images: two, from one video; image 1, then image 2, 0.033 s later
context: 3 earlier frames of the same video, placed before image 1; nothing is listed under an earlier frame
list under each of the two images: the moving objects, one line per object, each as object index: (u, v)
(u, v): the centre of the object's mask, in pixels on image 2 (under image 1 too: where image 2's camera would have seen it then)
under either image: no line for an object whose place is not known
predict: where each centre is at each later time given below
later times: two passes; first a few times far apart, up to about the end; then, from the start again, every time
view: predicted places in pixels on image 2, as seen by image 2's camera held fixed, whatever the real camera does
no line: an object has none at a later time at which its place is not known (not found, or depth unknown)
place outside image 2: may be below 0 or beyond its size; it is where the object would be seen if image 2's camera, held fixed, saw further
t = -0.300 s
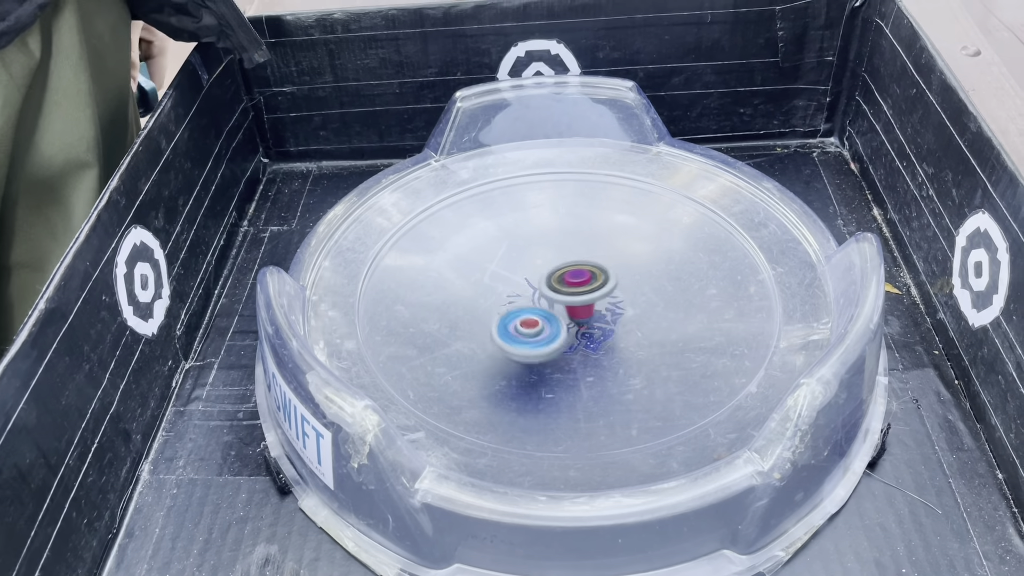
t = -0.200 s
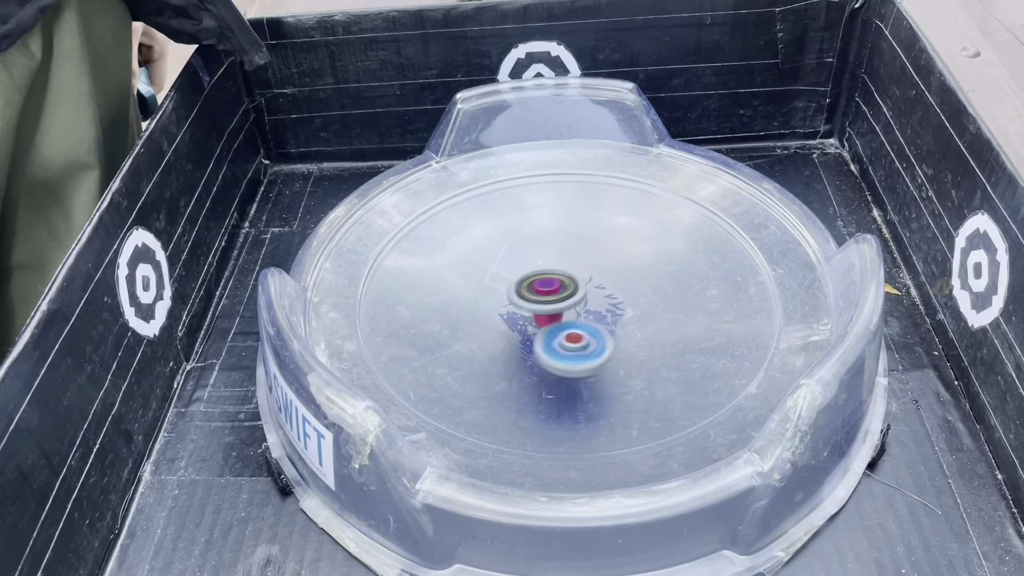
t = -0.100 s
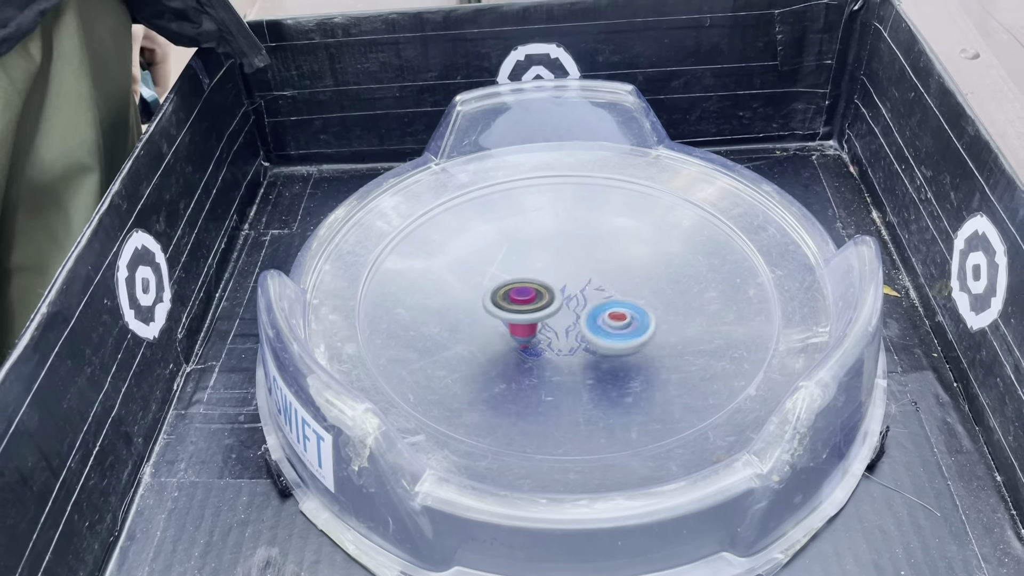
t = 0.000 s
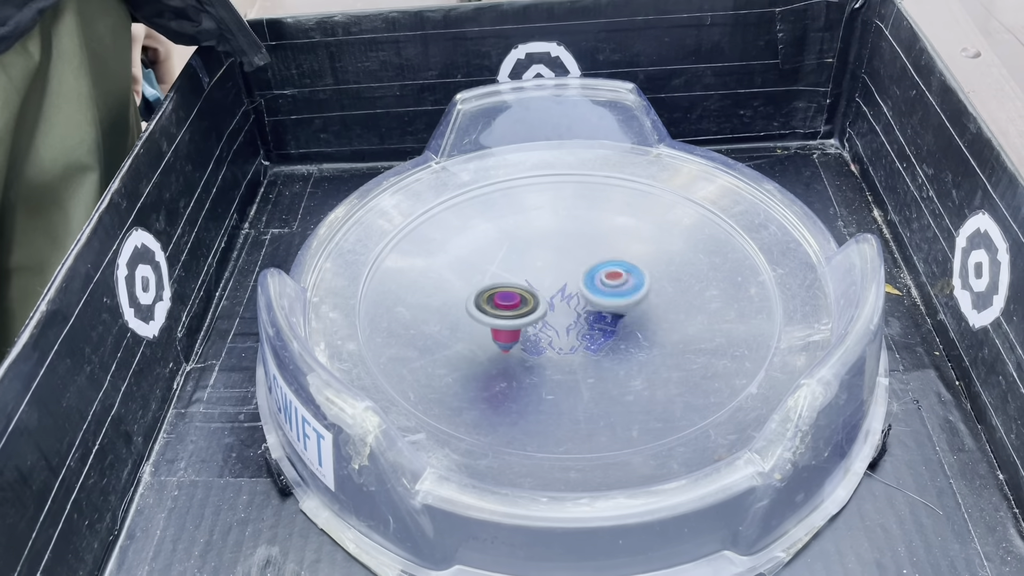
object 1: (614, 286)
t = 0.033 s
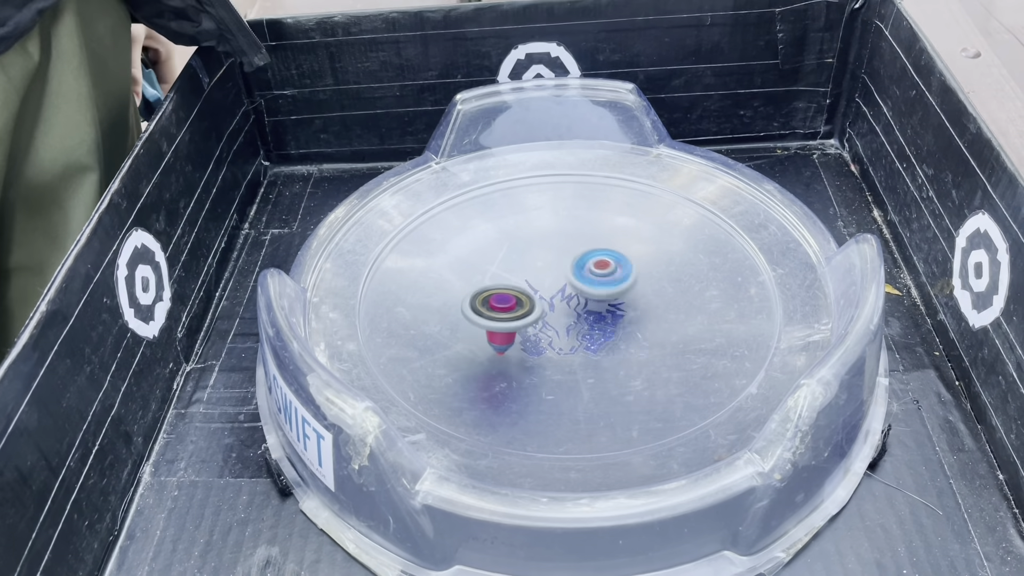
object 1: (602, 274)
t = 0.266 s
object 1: (486, 271)
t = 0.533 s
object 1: (534, 280)
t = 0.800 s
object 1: (544, 233)
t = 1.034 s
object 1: (568, 254)
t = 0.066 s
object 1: (586, 266)
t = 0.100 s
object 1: (569, 260)
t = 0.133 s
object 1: (550, 256)
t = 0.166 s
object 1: (530, 257)
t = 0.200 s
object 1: (513, 260)
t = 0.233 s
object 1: (498, 265)
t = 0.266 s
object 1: (486, 271)
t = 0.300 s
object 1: (479, 277)
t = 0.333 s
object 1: (481, 284)
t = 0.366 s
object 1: (486, 290)
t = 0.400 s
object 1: (493, 291)
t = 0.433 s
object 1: (502, 291)
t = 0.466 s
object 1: (513, 290)
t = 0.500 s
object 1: (524, 286)
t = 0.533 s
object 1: (534, 280)
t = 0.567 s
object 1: (543, 274)
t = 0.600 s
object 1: (549, 266)
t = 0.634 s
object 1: (552, 258)
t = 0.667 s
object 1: (554, 250)
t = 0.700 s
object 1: (553, 244)
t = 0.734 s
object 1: (551, 238)
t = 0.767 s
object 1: (547, 234)
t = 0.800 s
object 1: (544, 233)
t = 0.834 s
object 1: (541, 233)
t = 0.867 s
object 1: (540, 235)
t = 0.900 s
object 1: (541, 238)
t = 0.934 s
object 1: (544, 242)
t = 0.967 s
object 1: (550, 247)
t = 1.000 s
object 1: (559, 250)
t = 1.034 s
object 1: (568, 254)
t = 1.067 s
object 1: (579, 256)
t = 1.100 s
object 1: (591, 257)
